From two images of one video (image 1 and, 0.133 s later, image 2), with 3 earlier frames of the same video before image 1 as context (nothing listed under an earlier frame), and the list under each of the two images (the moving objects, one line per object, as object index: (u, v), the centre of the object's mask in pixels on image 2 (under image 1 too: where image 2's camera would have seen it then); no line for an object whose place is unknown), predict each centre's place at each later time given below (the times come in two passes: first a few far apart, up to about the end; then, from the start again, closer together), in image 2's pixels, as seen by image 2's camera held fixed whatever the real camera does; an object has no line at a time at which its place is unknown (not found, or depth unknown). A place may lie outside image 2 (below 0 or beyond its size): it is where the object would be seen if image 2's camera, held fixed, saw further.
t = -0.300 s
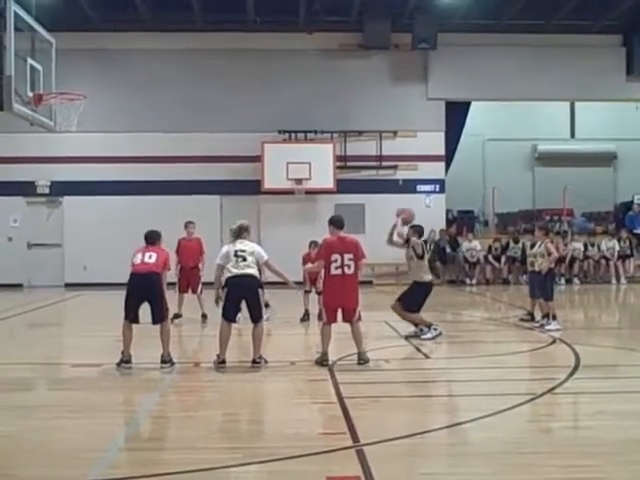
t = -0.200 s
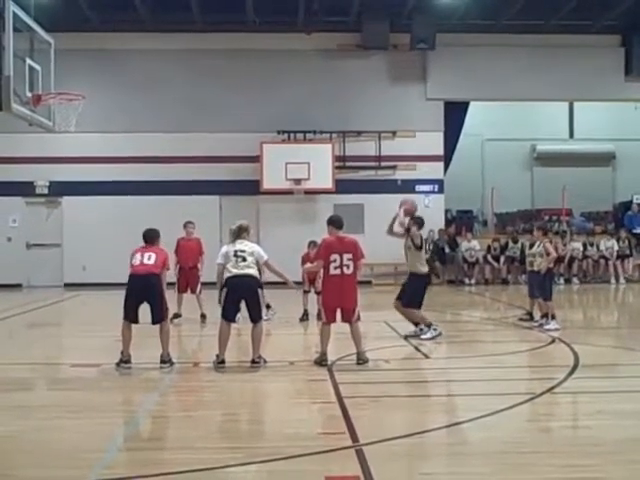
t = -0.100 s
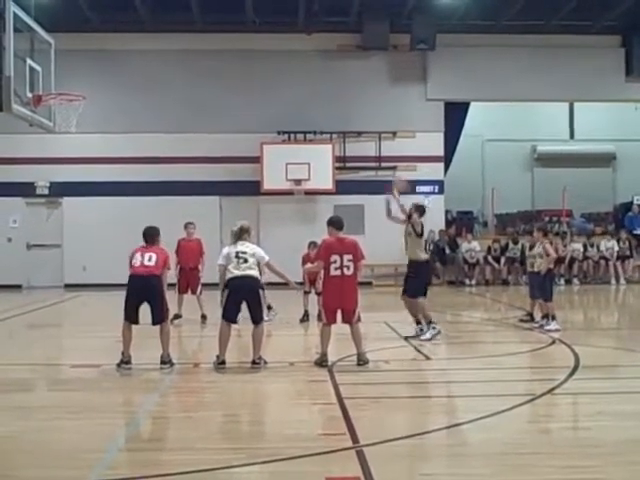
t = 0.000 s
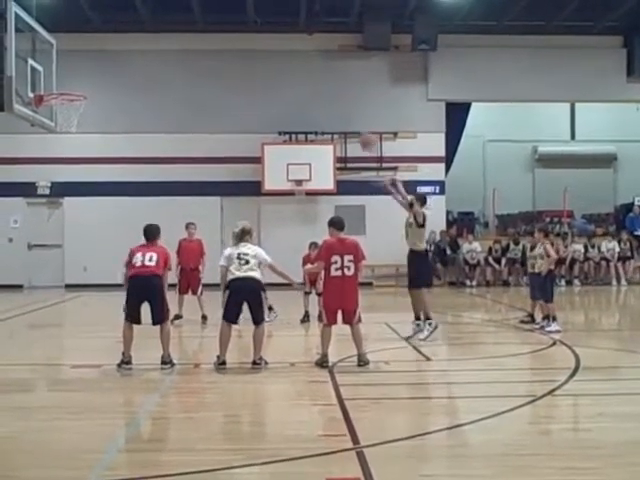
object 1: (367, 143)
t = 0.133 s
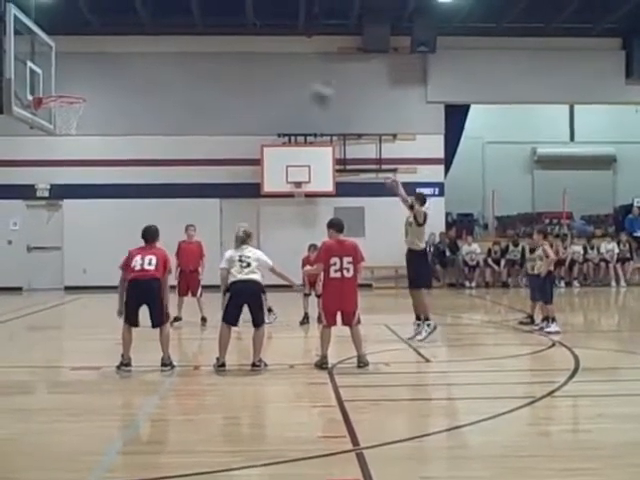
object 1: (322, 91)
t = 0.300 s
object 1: (265, 51)
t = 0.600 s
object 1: (165, 34)
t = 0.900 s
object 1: (64, 88)
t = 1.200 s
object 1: (65, 95)
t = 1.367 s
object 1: (81, 125)
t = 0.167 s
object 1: (311, 84)
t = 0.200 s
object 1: (298, 75)
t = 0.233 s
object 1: (287, 67)
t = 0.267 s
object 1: (277, 57)
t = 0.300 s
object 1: (265, 51)
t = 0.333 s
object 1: (255, 45)
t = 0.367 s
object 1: (243, 42)
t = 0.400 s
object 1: (231, 39)
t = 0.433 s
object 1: (220, 35)
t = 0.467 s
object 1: (210, 33)
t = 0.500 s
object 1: (198, 33)
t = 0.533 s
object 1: (188, 32)
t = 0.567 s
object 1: (176, 32)
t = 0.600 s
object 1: (165, 34)
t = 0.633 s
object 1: (154, 36)
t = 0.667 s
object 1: (143, 39)
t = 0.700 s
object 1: (132, 43)
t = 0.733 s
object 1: (121, 47)
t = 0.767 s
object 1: (110, 54)
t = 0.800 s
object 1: (98, 61)
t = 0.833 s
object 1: (87, 71)
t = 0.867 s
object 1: (73, 76)
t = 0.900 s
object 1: (64, 88)
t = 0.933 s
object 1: (59, 90)
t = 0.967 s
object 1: (58, 89)
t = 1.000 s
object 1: (59, 89)
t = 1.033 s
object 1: (61, 89)
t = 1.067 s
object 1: (62, 90)
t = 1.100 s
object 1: (62, 91)
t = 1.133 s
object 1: (62, 93)
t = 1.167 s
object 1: (64, 94)
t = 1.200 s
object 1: (65, 95)
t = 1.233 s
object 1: (68, 94)
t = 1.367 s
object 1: (81, 125)
